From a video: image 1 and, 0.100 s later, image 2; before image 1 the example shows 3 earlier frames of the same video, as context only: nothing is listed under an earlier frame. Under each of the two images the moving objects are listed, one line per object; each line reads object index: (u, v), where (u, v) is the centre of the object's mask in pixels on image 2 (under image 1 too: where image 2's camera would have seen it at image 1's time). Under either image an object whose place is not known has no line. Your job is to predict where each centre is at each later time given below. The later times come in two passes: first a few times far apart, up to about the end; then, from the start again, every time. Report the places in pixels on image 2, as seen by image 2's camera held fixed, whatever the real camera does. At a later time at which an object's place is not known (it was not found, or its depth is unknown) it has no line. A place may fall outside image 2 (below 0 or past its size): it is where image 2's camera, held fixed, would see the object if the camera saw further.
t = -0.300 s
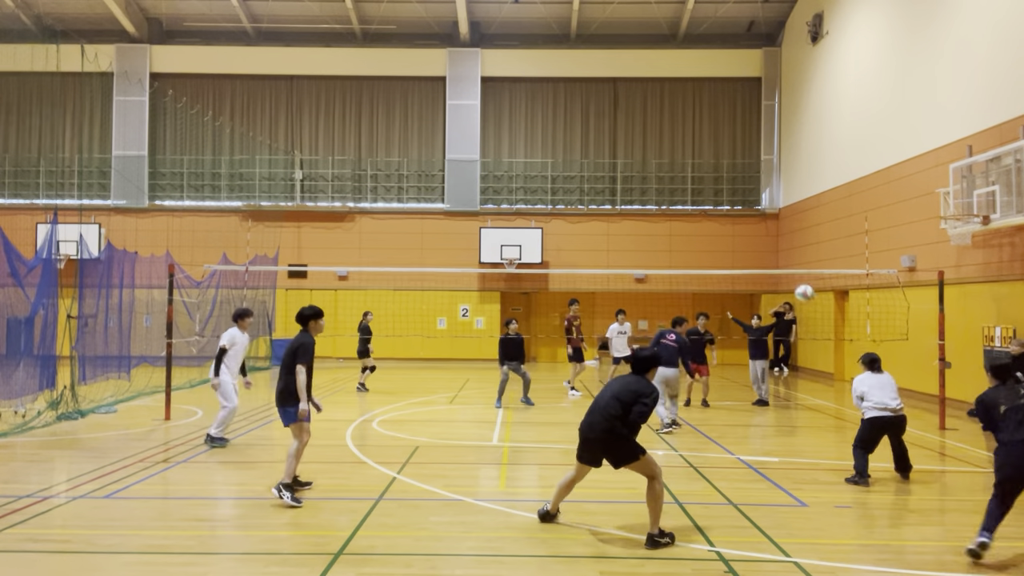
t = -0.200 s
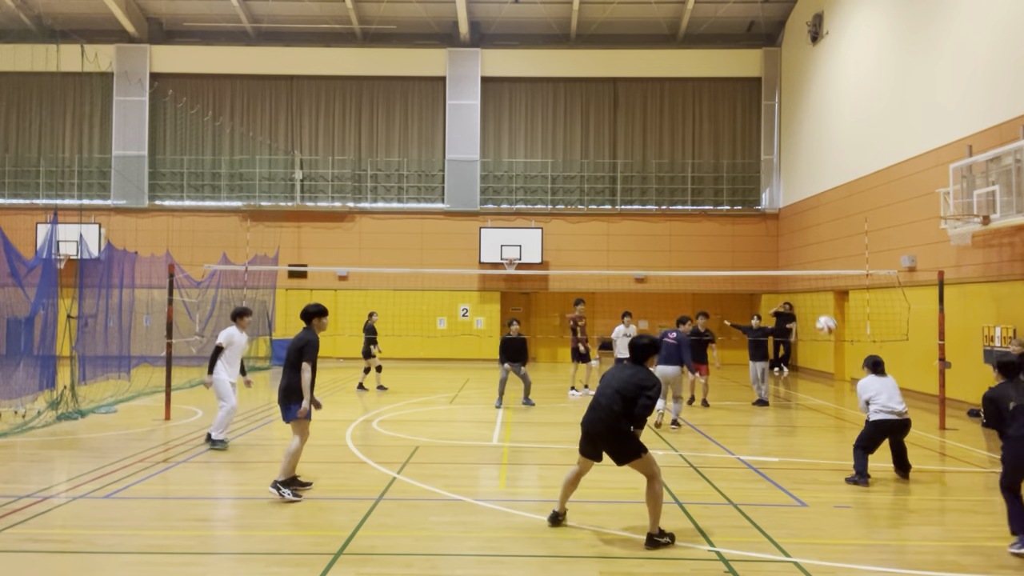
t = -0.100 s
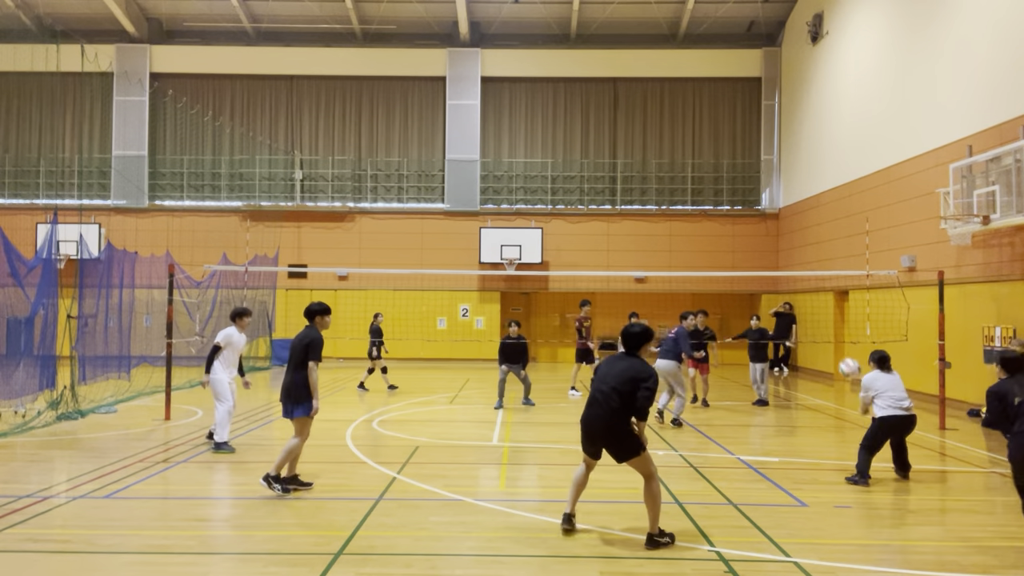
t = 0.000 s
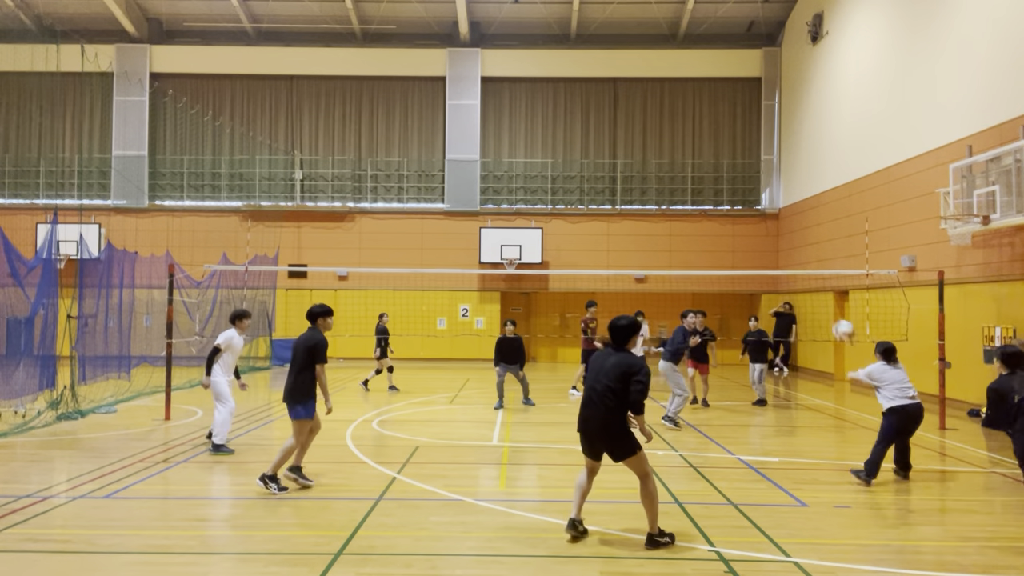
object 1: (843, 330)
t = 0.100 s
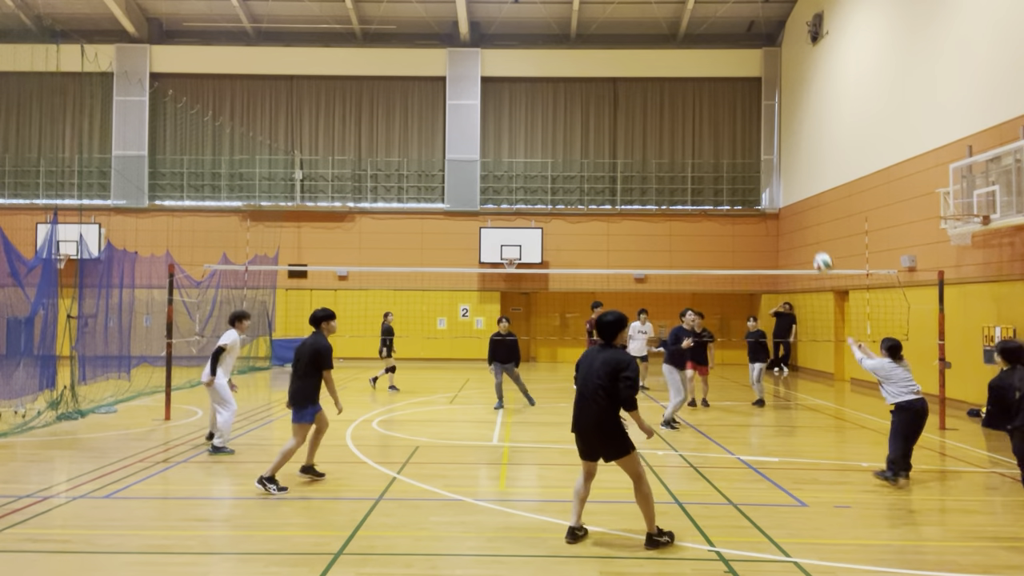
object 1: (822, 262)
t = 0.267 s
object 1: (793, 175)
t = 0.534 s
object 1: (750, 97)
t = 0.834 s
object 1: (706, 85)
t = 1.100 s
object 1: (671, 131)
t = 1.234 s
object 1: (655, 172)
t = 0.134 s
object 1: (817, 243)
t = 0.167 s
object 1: (811, 223)
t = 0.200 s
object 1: (805, 207)
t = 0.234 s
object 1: (798, 190)
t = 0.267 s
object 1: (793, 175)
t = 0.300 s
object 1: (787, 162)
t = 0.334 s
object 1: (782, 149)
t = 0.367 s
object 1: (776, 138)
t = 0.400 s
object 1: (771, 127)
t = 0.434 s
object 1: (765, 118)
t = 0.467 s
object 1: (760, 111)
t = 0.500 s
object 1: (755, 104)
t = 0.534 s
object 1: (750, 97)
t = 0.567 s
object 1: (745, 92)
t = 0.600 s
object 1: (740, 88)
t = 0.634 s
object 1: (735, 85)
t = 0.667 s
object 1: (730, 83)
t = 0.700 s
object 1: (725, 82)
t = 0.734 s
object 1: (720, 81)
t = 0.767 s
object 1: (715, 81)
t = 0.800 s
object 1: (711, 83)
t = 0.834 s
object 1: (706, 85)
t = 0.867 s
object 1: (702, 88)
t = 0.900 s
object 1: (697, 92)
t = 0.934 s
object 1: (693, 96)
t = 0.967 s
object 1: (688, 102)
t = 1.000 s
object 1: (684, 108)
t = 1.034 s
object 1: (679, 115)
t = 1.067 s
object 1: (675, 123)
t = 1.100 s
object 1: (671, 131)
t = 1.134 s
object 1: (667, 141)
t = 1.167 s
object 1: (663, 150)
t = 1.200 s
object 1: (659, 161)
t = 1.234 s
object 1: (655, 172)
